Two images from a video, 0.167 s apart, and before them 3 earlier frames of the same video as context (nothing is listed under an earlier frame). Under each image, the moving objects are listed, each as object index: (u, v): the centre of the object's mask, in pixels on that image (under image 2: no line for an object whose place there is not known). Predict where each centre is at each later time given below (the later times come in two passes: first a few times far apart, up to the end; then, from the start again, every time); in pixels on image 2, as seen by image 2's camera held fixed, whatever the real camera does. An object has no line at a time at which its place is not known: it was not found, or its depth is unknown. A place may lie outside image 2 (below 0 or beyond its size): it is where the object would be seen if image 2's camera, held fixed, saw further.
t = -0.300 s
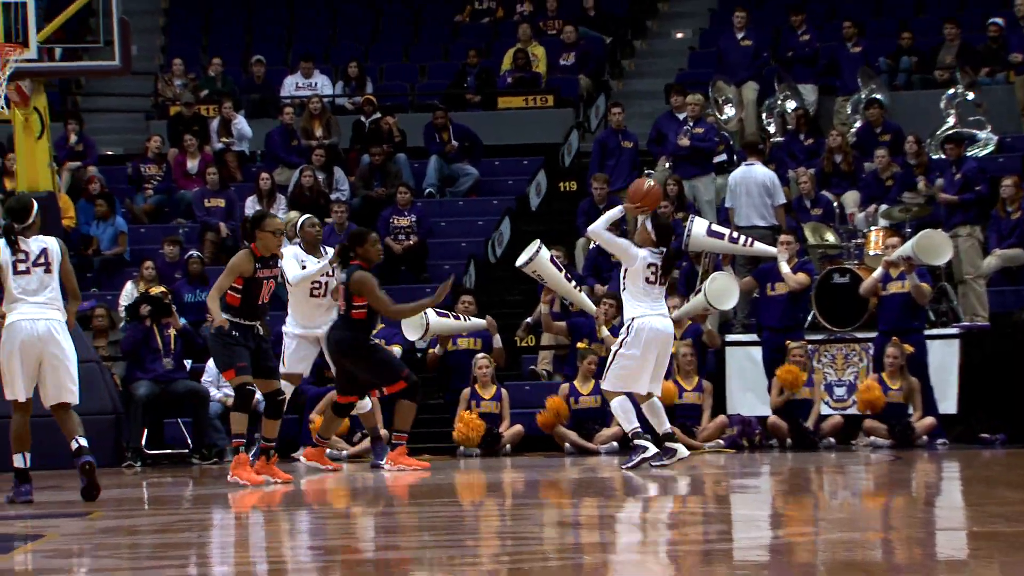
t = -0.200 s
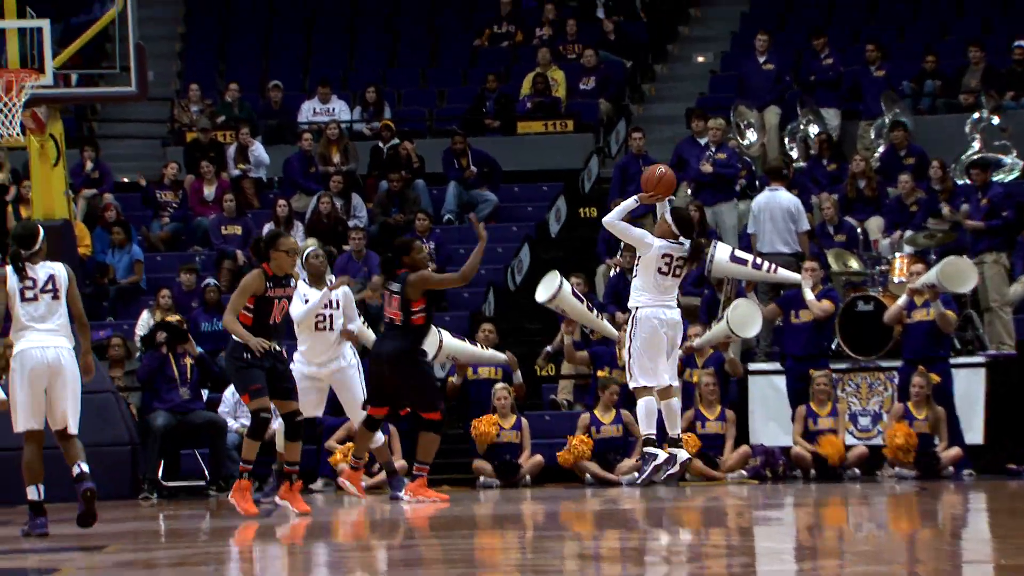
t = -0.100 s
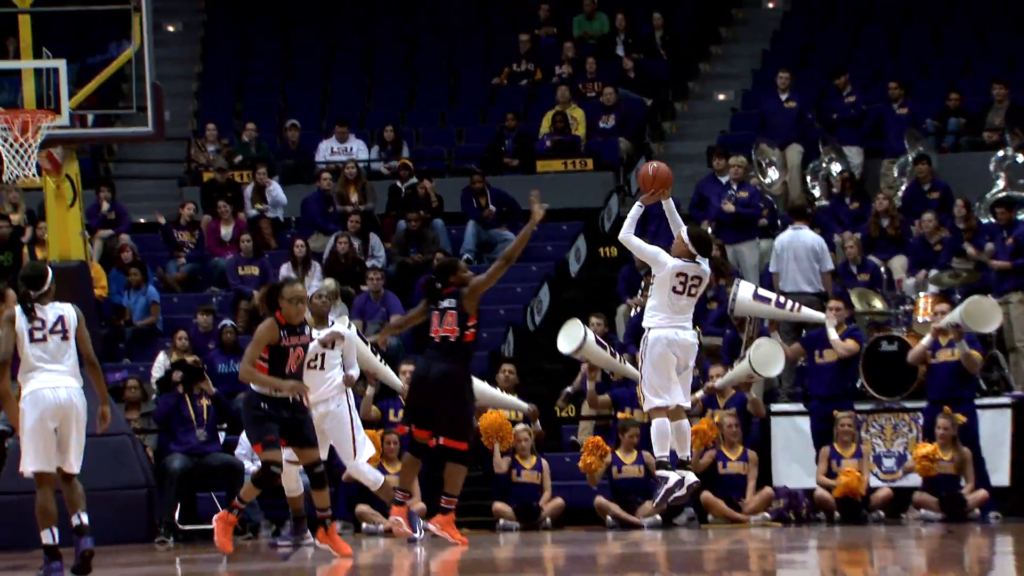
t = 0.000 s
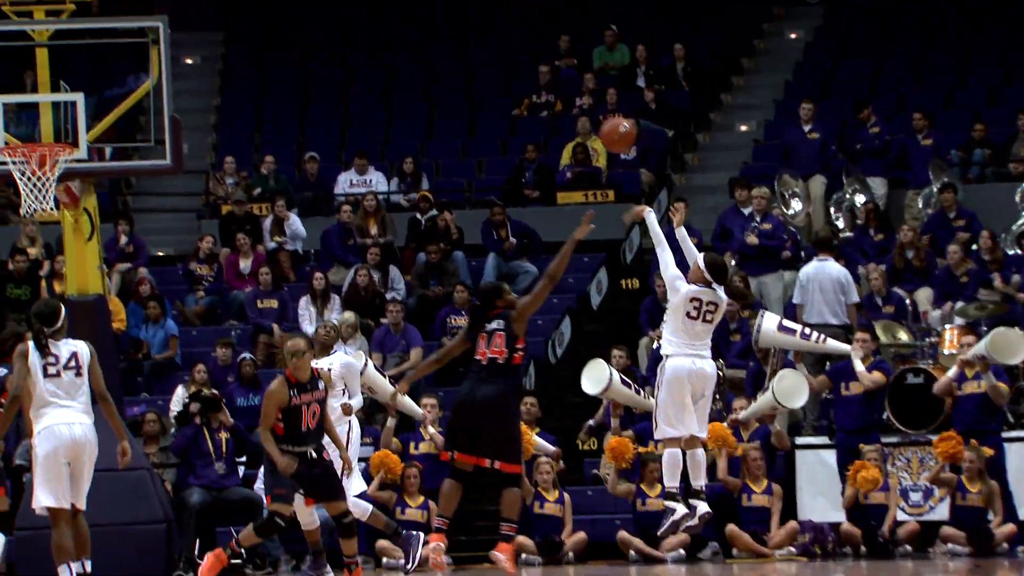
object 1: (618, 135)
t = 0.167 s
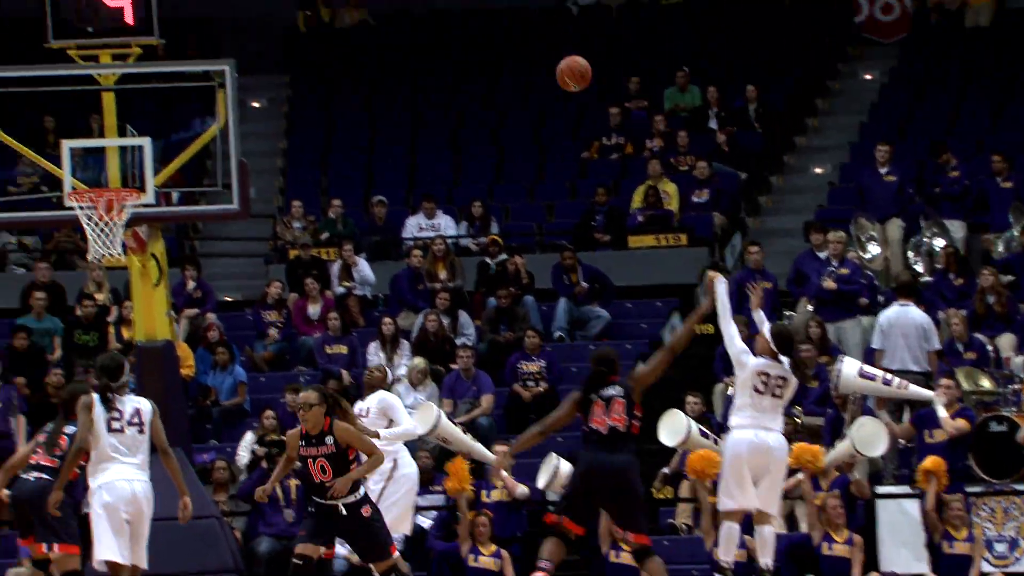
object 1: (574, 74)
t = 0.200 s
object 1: (552, 58)
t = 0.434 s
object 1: (401, -5)
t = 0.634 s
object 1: (281, 6)
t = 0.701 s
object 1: (242, 22)
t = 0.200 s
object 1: (552, 58)
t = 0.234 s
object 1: (529, 44)
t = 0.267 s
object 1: (507, 32)
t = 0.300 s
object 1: (486, 21)
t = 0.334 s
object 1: (464, 12)
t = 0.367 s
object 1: (444, 5)
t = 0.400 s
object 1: (422, -1)
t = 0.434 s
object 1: (401, -5)
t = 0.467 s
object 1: (381, -7)
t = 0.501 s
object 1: (361, -7)
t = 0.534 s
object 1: (341, -6)
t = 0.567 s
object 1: (321, -4)
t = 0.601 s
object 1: (301, 0)
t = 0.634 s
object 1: (281, 6)
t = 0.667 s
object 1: (262, 13)
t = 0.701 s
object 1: (242, 22)
